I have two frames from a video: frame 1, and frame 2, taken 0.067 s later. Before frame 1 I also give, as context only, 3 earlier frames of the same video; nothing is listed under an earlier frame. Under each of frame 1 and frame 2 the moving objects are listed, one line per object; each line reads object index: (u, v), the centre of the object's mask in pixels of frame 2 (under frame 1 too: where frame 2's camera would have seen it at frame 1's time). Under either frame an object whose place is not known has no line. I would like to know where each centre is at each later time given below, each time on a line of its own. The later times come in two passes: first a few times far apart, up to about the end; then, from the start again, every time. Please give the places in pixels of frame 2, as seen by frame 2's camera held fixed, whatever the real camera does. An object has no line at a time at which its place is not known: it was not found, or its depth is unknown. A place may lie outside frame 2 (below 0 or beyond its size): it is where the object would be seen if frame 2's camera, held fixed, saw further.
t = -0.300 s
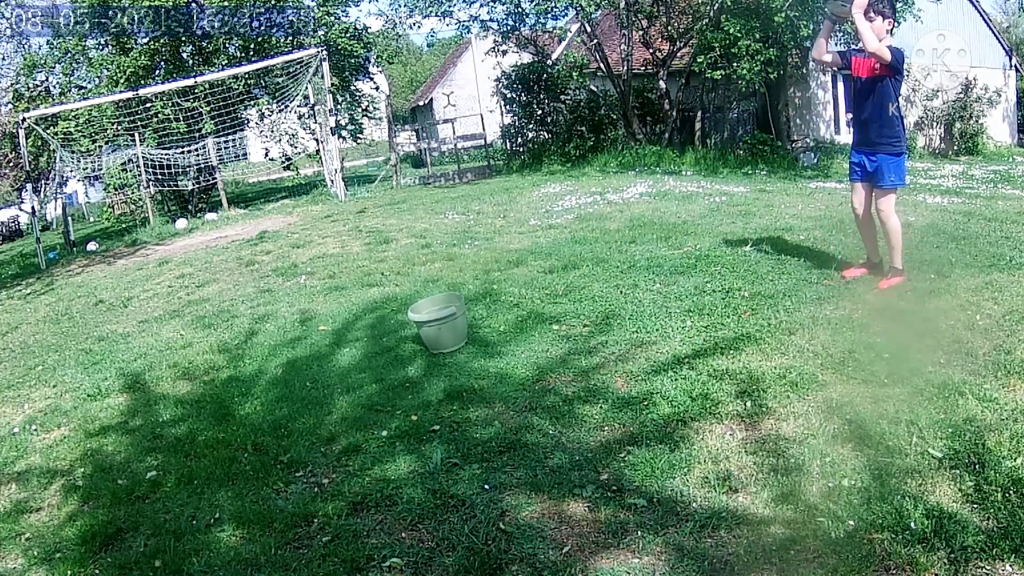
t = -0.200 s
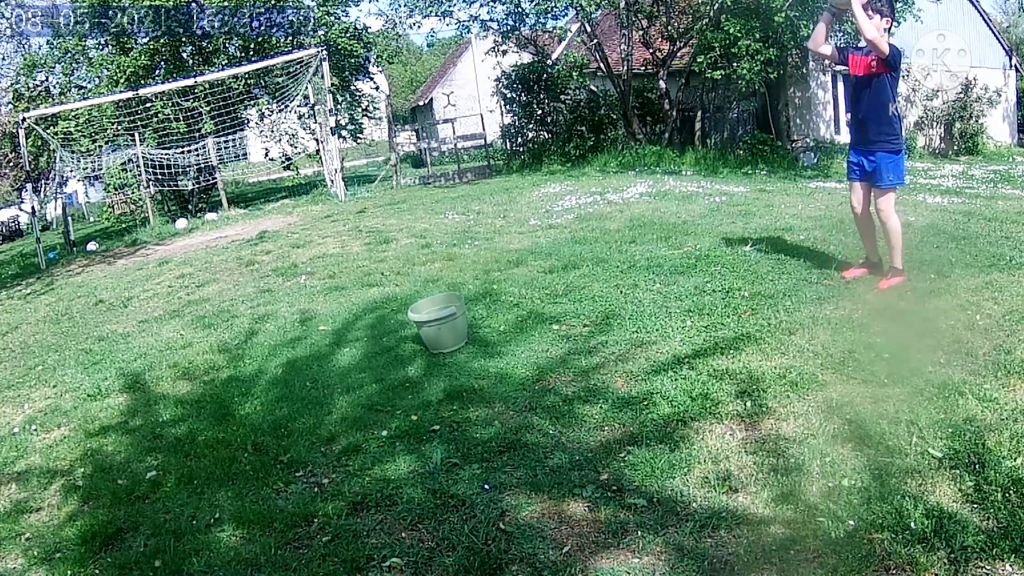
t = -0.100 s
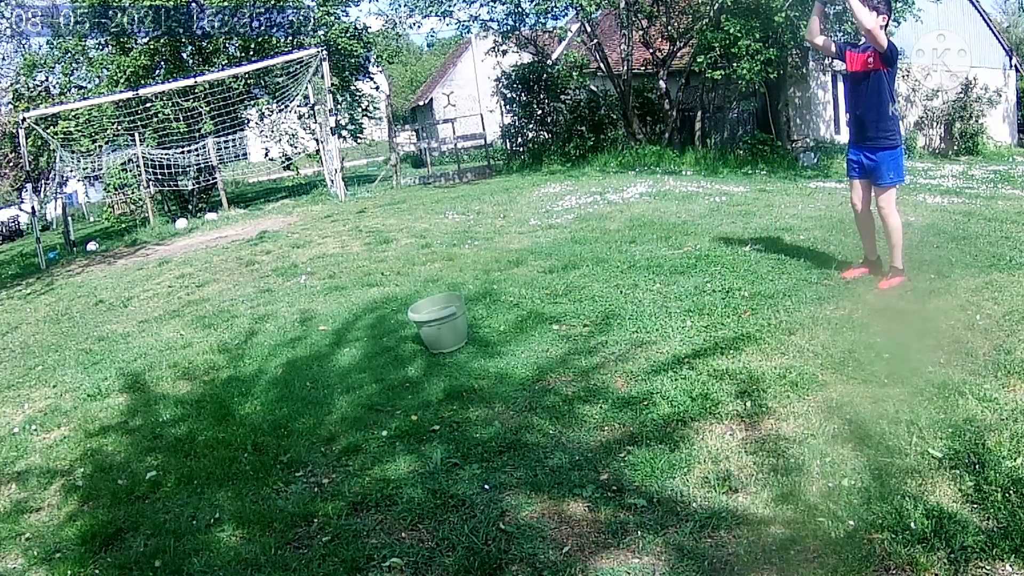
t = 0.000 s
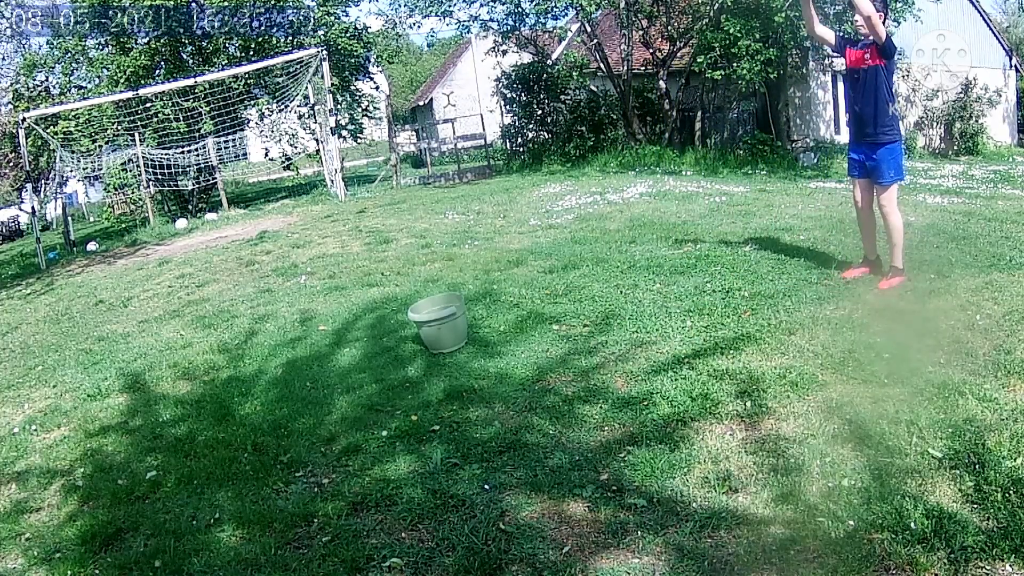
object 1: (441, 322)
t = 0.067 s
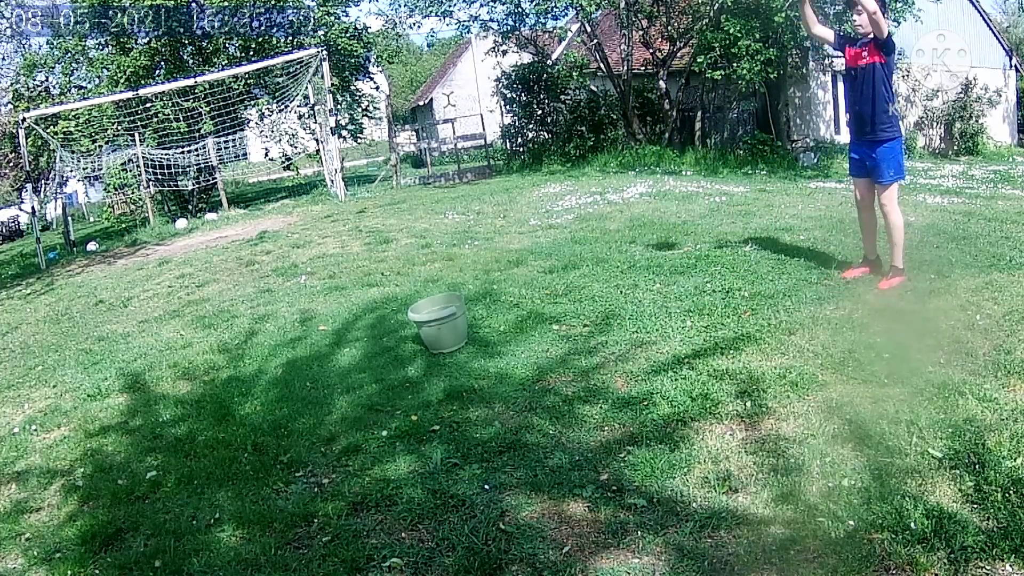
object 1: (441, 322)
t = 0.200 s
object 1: (441, 322)
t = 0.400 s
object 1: (441, 321)
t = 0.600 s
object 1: (441, 321)
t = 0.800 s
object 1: (365, 303)
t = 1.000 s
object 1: (268, 298)
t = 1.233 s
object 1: (179, 399)
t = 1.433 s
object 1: (123, 410)
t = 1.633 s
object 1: (98, 418)
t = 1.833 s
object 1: (81, 422)
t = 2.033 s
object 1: (71, 424)
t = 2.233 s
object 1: (69, 423)
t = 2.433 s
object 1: (67, 421)
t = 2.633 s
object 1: (68, 420)
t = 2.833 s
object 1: (70, 419)
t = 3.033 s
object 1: (70, 419)
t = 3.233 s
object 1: (71, 419)
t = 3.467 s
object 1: (71, 419)
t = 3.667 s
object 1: (71, 419)
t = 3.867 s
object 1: (71, 419)
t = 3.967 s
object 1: (71, 419)
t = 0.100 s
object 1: (441, 322)
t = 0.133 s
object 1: (441, 321)
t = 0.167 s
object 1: (441, 322)
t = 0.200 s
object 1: (441, 322)
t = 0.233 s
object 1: (441, 321)
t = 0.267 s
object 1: (441, 322)
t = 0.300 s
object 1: (441, 322)
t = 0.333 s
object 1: (441, 322)
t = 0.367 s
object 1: (441, 321)
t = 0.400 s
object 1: (441, 321)
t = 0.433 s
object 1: (441, 321)
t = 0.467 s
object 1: (441, 321)
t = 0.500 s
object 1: (441, 321)
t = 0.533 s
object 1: (441, 321)
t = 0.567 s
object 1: (441, 321)
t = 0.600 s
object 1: (441, 321)
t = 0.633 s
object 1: (441, 322)
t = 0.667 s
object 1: (432, 332)
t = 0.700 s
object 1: (407, 339)
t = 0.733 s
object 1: (396, 323)
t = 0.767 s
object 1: (380, 311)
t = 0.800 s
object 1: (365, 303)
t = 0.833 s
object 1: (349, 296)
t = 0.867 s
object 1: (333, 293)
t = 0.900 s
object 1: (316, 290)
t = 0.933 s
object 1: (301, 290)
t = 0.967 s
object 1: (284, 292)
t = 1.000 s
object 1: (268, 298)
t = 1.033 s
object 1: (254, 307)
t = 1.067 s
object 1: (241, 318)
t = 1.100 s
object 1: (228, 332)
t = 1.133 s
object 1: (215, 348)
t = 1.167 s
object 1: (205, 367)
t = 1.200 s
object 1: (190, 387)
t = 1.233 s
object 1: (179, 399)
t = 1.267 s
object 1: (171, 393)
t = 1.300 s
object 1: (160, 393)
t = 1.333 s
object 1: (149, 395)
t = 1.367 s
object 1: (139, 400)
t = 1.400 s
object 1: (129, 407)
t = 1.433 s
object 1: (123, 410)
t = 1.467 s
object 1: (117, 408)
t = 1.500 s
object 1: (111, 406)
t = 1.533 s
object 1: (108, 410)
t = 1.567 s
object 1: (103, 413)
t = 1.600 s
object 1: (100, 418)
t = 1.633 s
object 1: (98, 418)
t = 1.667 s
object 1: (94, 418)
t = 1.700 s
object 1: (90, 418)
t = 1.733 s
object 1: (88, 419)
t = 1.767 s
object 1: (85, 420)
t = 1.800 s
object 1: (82, 421)
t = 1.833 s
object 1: (81, 422)
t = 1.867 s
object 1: (80, 423)
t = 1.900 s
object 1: (77, 424)
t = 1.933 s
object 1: (75, 424)
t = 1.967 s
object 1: (74, 423)
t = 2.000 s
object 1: (72, 423)
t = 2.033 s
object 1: (71, 424)
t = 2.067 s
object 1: (70, 423)
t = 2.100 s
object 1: (70, 423)
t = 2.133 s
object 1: (70, 423)
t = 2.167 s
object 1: (70, 423)
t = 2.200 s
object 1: (69, 423)
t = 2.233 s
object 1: (69, 423)
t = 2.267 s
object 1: (69, 423)
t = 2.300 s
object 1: (69, 423)
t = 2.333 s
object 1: (68, 423)
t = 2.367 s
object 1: (68, 422)
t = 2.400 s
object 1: (68, 422)
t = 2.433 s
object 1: (67, 421)
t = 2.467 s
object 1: (67, 421)
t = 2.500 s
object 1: (68, 421)
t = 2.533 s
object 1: (68, 421)
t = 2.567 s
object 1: (68, 420)
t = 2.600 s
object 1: (68, 420)
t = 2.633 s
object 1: (68, 420)
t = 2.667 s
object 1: (69, 420)
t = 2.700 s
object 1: (70, 420)
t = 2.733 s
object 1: (70, 420)
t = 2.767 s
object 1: (70, 420)
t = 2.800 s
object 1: (70, 419)
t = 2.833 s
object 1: (70, 419)
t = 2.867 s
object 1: (70, 419)
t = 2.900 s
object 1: (70, 419)
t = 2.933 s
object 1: (70, 420)
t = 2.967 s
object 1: (70, 420)
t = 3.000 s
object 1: (70, 419)
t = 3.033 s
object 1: (70, 419)
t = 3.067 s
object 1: (70, 419)
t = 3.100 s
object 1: (70, 419)
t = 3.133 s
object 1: (71, 419)
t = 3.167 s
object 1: (71, 419)
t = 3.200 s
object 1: (71, 419)
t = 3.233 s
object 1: (71, 419)
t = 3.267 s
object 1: (71, 419)
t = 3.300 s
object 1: (71, 419)
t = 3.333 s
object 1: (71, 419)
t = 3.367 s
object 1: (71, 419)
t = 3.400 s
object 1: (70, 419)
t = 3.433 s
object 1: (71, 419)
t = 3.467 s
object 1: (71, 419)
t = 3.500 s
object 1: (71, 419)
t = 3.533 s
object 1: (71, 419)
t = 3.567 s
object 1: (71, 419)
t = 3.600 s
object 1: (71, 419)
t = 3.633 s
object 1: (71, 419)
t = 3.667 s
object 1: (71, 419)
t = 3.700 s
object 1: (71, 419)
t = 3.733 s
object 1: (71, 419)
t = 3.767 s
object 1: (71, 419)
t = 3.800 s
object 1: (71, 419)
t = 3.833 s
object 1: (71, 419)
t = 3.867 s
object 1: (71, 419)
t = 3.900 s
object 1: (71, 419)
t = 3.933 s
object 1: (71, 419)
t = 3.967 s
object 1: (71, 419)
